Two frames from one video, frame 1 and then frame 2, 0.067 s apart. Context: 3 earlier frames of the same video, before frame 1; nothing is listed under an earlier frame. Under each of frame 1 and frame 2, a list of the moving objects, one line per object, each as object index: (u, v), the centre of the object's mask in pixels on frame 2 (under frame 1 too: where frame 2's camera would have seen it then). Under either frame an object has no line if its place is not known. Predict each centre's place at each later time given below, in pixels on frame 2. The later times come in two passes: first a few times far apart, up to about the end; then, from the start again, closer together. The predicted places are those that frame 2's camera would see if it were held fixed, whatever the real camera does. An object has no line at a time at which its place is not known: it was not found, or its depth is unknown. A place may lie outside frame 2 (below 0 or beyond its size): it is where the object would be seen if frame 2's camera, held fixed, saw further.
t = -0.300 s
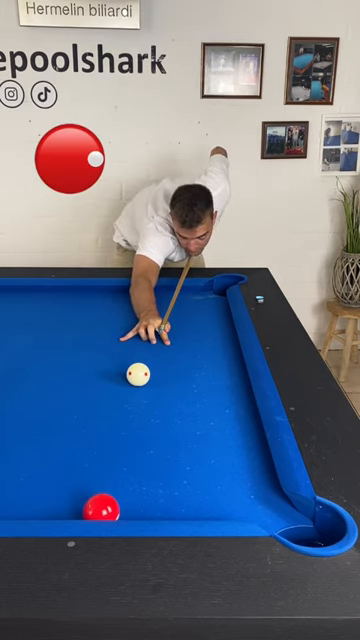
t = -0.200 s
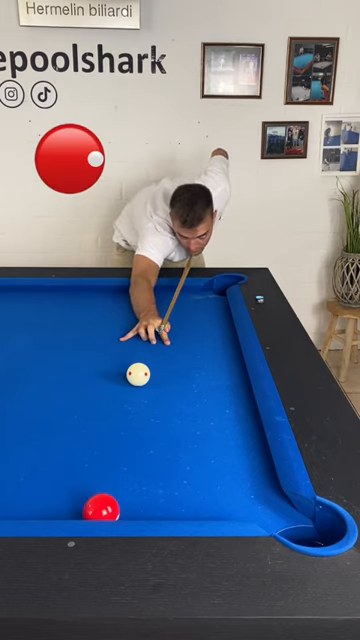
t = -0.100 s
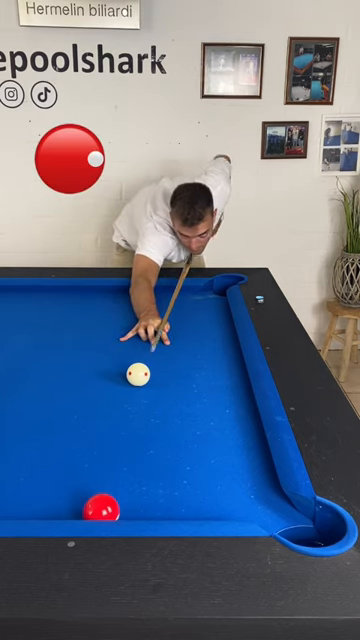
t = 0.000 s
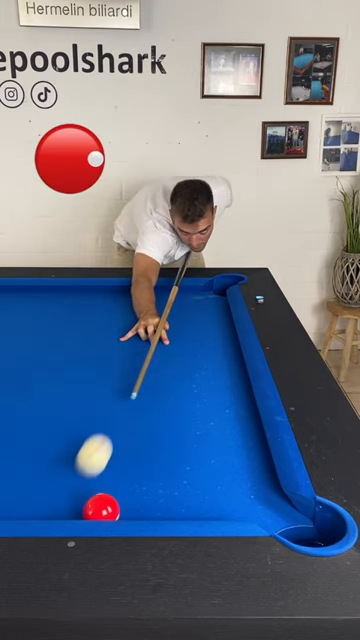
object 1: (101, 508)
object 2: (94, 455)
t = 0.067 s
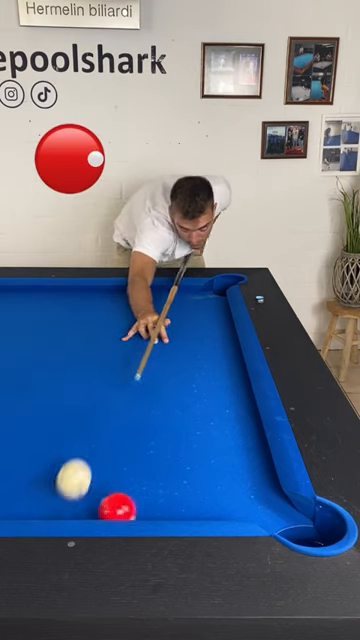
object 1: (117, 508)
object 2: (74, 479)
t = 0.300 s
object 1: (219, 505)
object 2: (124, 337)
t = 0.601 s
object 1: (286, 525)
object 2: (143, 310)
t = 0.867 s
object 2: (139, 385)
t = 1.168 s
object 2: (136, 484)
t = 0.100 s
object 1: (135, 507)
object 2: (83, 446)
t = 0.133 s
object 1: (151, 507)
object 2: (92, 420)
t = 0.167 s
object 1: (165, 506)
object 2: (99, 398)
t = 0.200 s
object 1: (178, 506)
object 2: (106, 379)
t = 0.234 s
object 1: (192, 506)
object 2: (113, 363)
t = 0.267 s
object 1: (206, 505)
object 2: (118, 350)
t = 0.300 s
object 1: (219, 505)
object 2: (124, 337)
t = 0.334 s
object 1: (232, 505)
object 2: (128, 327)
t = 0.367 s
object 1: (246, 504)
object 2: (133, 317)
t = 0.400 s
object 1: (258, 504)
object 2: (137, 308)
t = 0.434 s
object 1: (271, 504)
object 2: (140, 300)
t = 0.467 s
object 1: (279, 505)
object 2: (143, 292)
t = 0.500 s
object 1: (279, 509)
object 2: (145, 289)
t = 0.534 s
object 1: (280, 514)
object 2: (144, 293)
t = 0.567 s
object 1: (282, 519)
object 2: (144, 301)
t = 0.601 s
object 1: (286, 525)
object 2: (143, 310)
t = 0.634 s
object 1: (290, 533)
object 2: (142, 318)
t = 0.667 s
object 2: (142, 327)
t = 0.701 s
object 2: (141, 336)
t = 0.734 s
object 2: (141, 345)
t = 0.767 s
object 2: (140, 354)
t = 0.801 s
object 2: (140, 364)
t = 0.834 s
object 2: (139, 374)
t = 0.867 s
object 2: (139, 385)
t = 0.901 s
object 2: (139, 397)
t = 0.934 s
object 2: (138, 411)
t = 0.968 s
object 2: (137, 425)
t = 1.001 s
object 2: (137, 441)
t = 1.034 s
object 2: (136, 459)
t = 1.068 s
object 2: (135, 478)
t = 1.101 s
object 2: (135, 500)
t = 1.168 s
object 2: (136, 484)
